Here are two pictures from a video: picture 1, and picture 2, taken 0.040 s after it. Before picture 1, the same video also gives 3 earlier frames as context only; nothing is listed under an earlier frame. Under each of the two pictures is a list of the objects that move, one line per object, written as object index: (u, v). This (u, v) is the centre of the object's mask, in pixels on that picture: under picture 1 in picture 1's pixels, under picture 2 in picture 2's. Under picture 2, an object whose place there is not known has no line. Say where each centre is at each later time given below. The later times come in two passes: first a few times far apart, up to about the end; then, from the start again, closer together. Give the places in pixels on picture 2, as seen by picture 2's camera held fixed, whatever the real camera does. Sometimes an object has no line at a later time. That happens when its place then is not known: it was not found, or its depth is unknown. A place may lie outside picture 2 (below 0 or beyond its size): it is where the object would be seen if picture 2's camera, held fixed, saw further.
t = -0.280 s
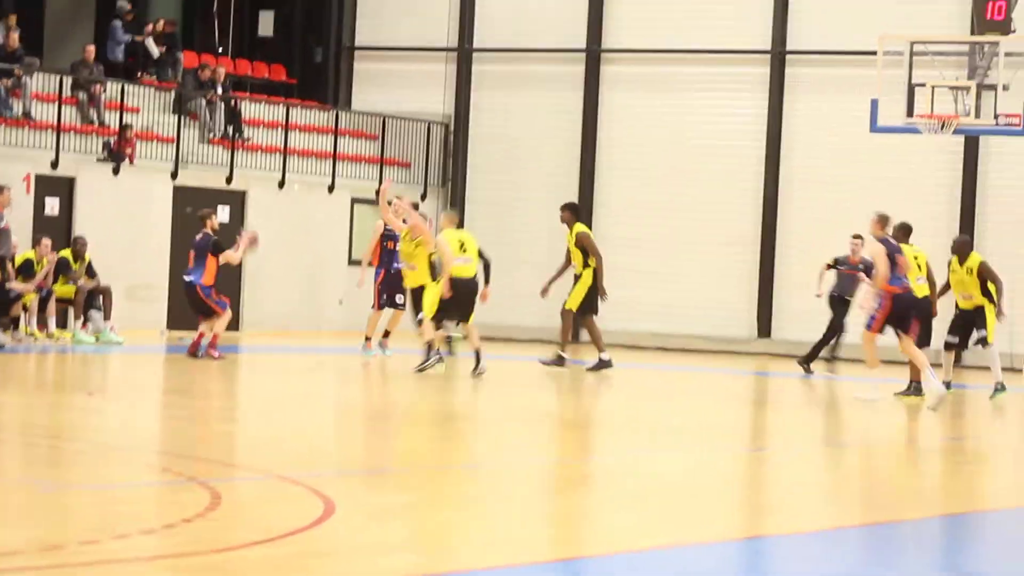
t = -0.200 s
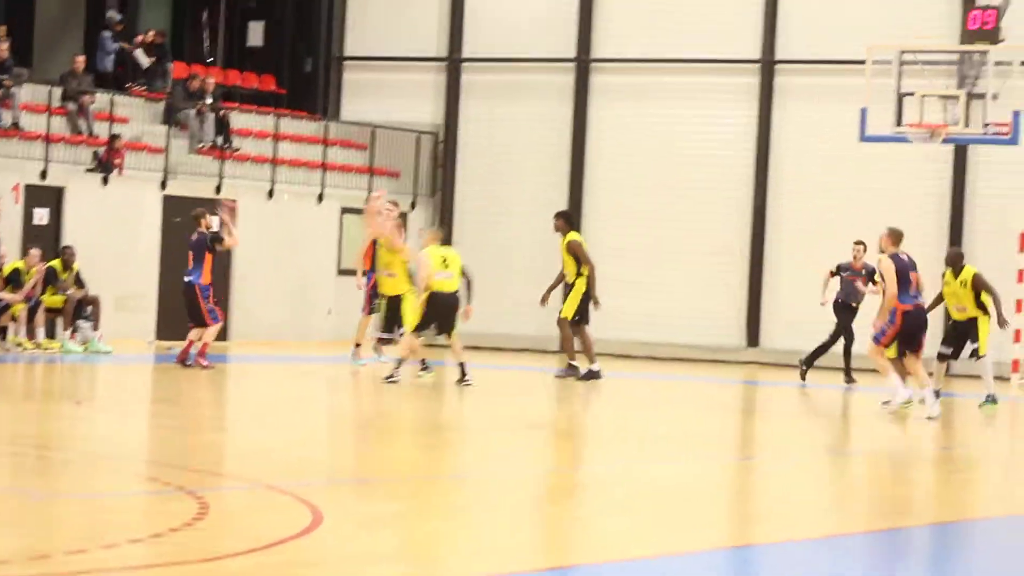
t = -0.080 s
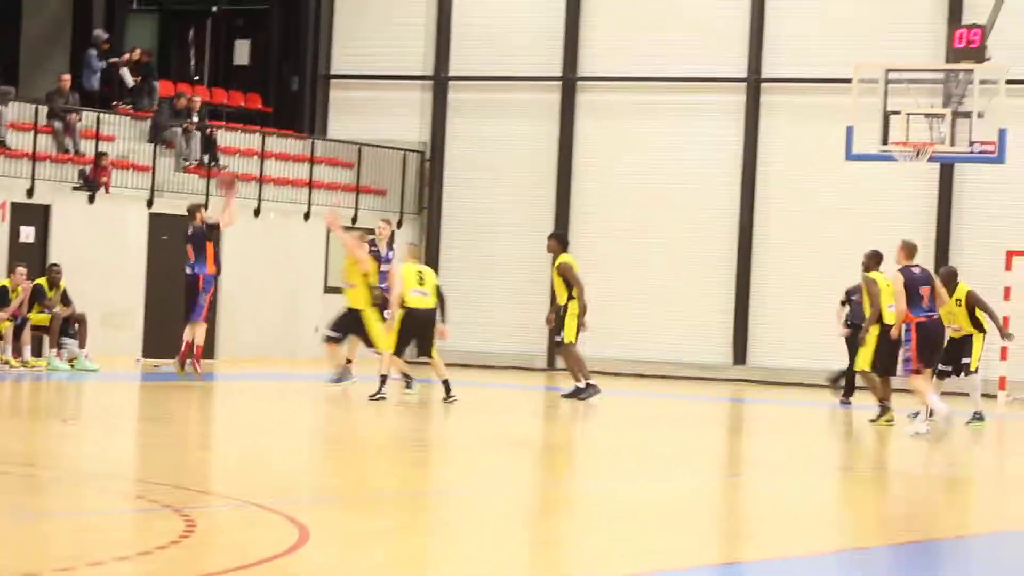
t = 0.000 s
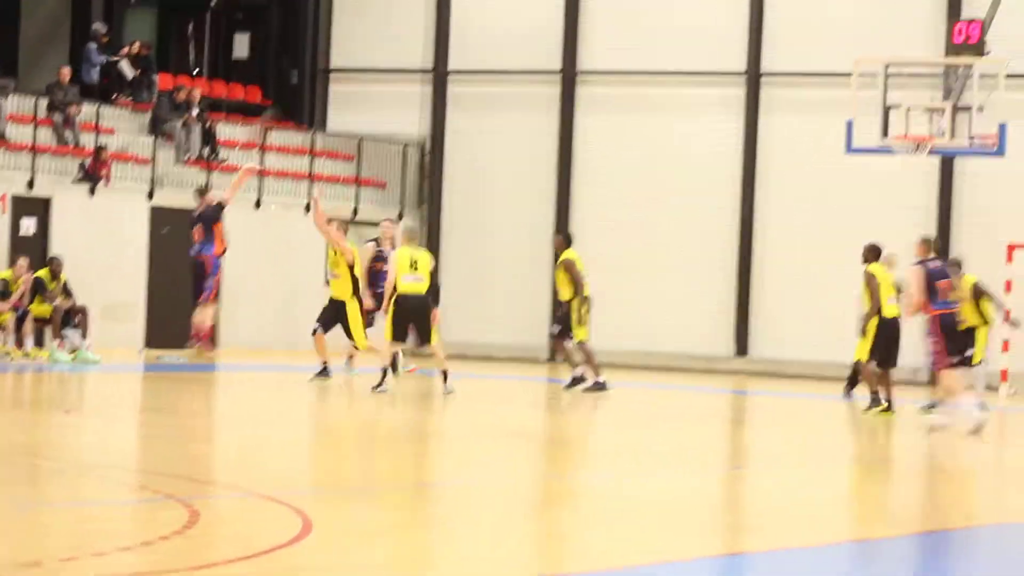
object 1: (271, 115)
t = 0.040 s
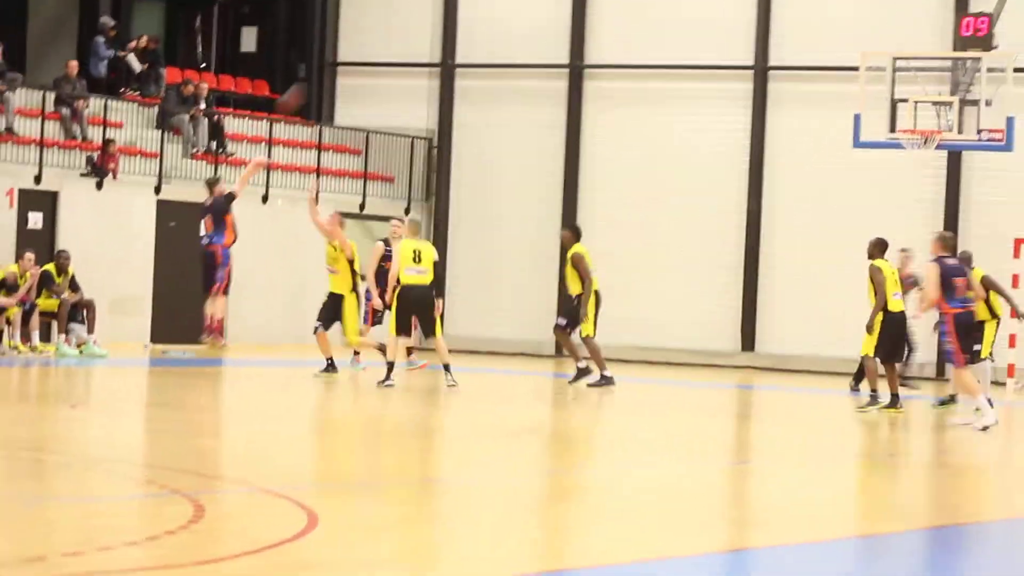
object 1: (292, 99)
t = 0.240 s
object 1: (398, 10)
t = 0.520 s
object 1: (538, -62)
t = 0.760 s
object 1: (650, -66)
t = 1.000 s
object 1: (764, -22)
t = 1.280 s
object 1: (885, 90)
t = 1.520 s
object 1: (868, 89)
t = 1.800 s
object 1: (800, 83)
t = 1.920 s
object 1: (770, 100)
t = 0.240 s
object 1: (398, 10)
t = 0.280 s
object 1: (417, -5)
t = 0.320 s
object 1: (438, -20)
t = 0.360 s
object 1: (459, -31)
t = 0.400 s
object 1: (478, -40)
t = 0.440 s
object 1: (498, -49)
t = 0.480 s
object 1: (518, -56)
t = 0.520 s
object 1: (538, -62)
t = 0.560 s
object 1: (556, -67)
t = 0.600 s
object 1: (577, -69)
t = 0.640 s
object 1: (590, -70)
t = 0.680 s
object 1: (613, -71)
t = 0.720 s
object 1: (632, -69)
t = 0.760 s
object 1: (650, -66)
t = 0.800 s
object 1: (668, -63)
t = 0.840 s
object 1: (687, -58)
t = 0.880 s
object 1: (706, -52)
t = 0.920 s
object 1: (725, -44)
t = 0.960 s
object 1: (744, -34)
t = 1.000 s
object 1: (764, -22)
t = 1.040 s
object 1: (781, -11)
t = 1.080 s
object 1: (797, 2)
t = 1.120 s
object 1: (816, 17)
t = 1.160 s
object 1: (833, 33)
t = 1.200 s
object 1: (850, 51)
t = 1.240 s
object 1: (867, 69)
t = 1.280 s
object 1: (885, 90)
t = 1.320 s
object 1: (902, 112)
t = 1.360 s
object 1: (906, 122)
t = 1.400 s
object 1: (897, 113)
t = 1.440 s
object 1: (888, 105)
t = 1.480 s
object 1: (878, 96)
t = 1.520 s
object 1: (868, 89)
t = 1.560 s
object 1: (858, 85)
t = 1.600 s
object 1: (848, 81)
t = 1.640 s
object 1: (838, 78)
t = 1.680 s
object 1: (829, 78)
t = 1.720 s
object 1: (820, 78)
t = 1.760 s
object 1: (810, 79)
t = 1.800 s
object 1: (800, 83)
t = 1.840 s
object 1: (791, 87)
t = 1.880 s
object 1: (780, 93)
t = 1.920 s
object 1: (770, 100)
